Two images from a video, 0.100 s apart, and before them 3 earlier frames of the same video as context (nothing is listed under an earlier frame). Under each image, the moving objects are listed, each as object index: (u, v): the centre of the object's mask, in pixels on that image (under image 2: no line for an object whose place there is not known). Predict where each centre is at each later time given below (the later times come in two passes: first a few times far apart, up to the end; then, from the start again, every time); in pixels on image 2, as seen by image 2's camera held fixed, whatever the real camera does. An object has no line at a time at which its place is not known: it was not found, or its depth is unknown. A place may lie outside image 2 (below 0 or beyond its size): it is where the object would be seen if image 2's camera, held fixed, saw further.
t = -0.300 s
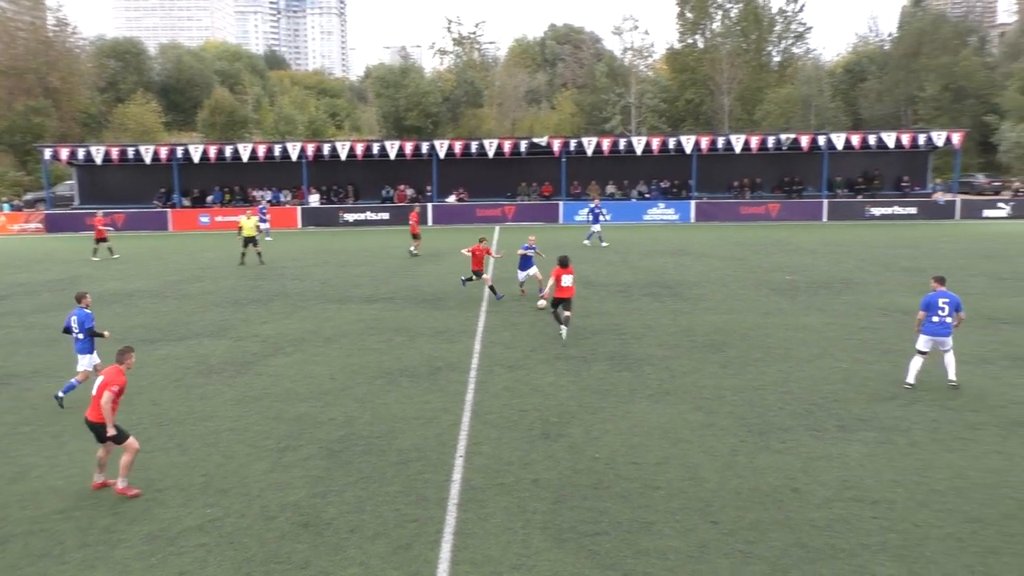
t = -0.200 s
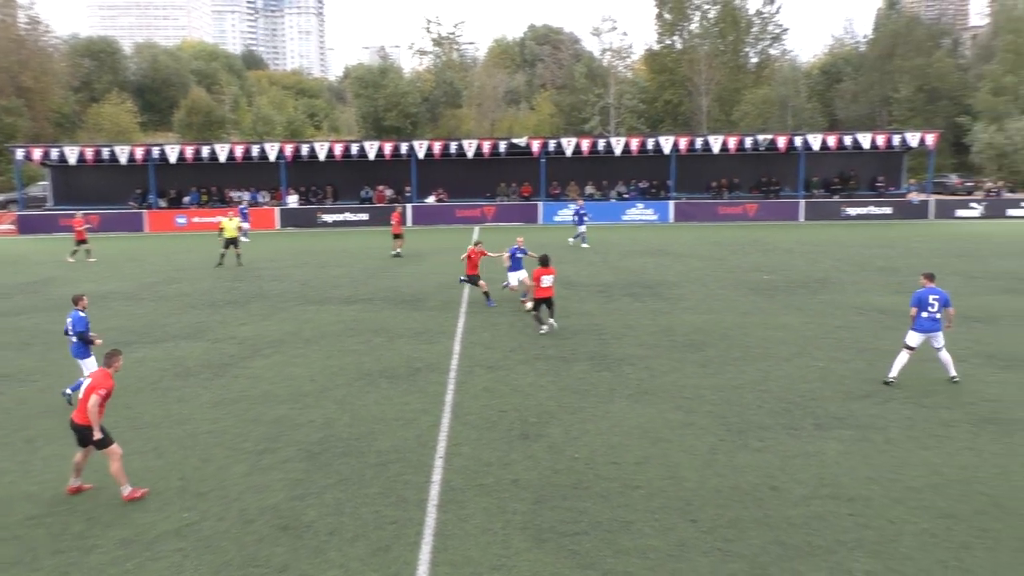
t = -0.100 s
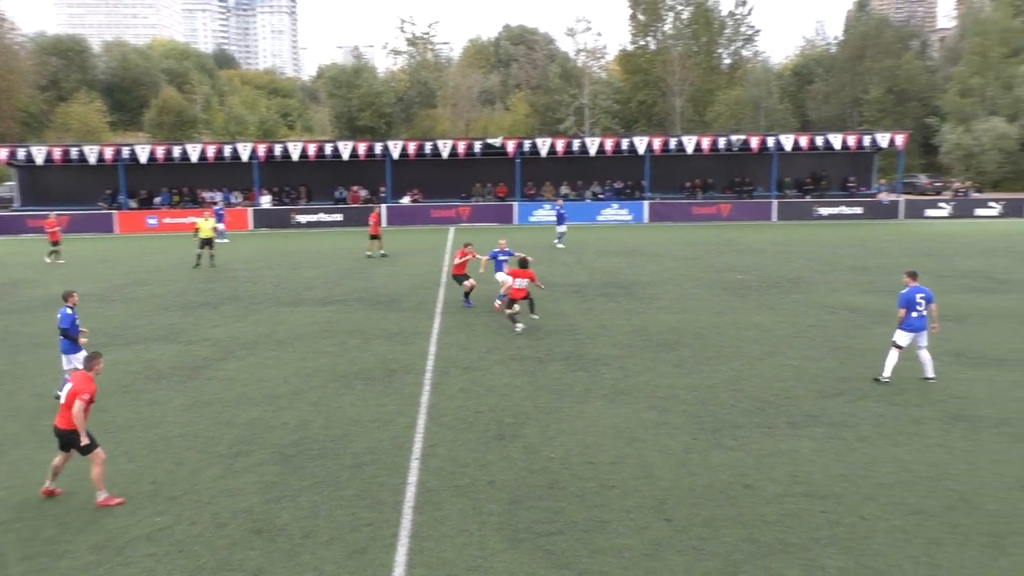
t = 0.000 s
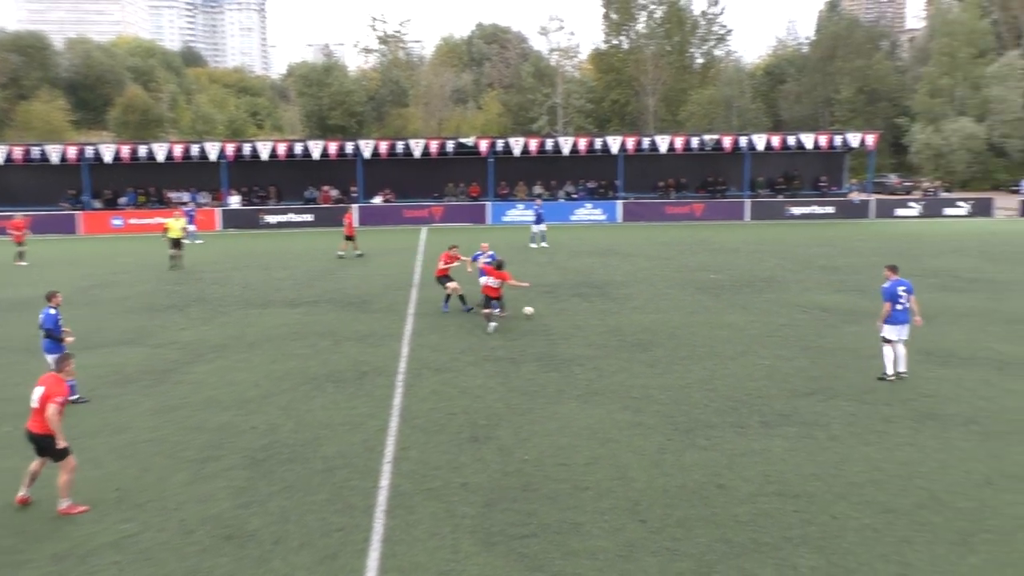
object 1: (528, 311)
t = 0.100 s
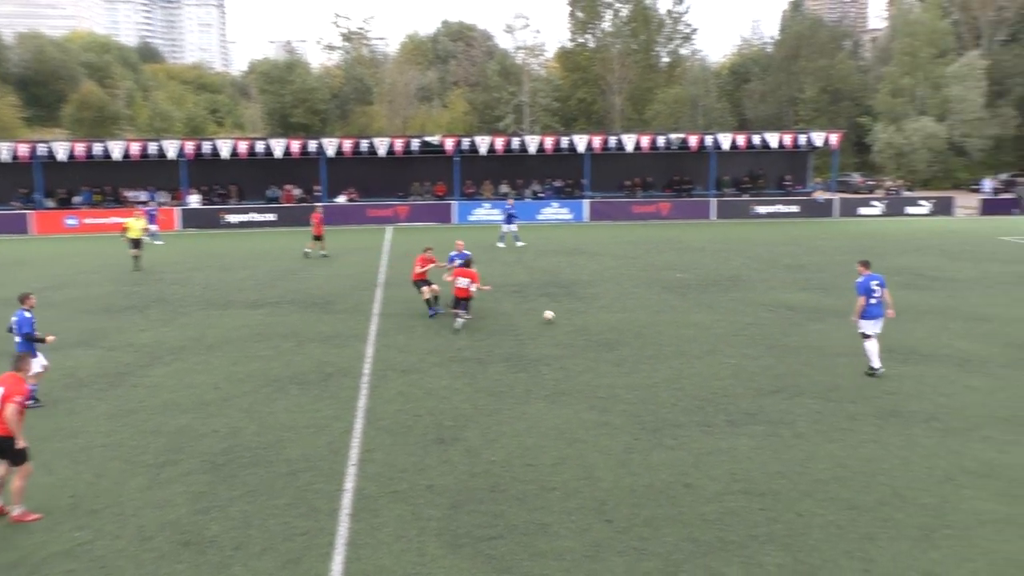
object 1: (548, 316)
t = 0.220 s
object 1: (611, 322)
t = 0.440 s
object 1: (719, 330)
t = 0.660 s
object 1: (829, 340)
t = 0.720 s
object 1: (860, 345)
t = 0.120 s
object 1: (559, 318)
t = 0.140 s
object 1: (570, 320)
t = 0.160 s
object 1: (581, 321)
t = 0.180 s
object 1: (591, 321)
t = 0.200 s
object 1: (601, 322)
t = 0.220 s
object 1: (611, 322)
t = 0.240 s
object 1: (620, 323)
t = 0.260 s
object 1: (631, 324)
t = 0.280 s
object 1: (641, 325)
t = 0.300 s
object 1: (651, 326)
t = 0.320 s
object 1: (661, 328)
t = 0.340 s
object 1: (670, 329)
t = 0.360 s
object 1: (680, 329)
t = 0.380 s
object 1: (690, 329)
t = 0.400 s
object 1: (699, 329)
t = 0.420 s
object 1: (709, 330)
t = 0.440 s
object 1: (719, 330)
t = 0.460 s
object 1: (728, 331)
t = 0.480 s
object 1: (738, 332)
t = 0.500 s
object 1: (748, 334)
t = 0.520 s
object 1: (758, 336)
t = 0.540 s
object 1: (768, 337)
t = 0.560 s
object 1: (777, 337)
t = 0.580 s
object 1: (788, 337)
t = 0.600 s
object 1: (798, 337)
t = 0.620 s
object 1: (808, 338)
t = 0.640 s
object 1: (818, 338)
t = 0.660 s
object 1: (829, 340)
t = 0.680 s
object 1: (839, 341)
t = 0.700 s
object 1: (849, 343)
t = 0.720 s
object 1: (860, 345)
